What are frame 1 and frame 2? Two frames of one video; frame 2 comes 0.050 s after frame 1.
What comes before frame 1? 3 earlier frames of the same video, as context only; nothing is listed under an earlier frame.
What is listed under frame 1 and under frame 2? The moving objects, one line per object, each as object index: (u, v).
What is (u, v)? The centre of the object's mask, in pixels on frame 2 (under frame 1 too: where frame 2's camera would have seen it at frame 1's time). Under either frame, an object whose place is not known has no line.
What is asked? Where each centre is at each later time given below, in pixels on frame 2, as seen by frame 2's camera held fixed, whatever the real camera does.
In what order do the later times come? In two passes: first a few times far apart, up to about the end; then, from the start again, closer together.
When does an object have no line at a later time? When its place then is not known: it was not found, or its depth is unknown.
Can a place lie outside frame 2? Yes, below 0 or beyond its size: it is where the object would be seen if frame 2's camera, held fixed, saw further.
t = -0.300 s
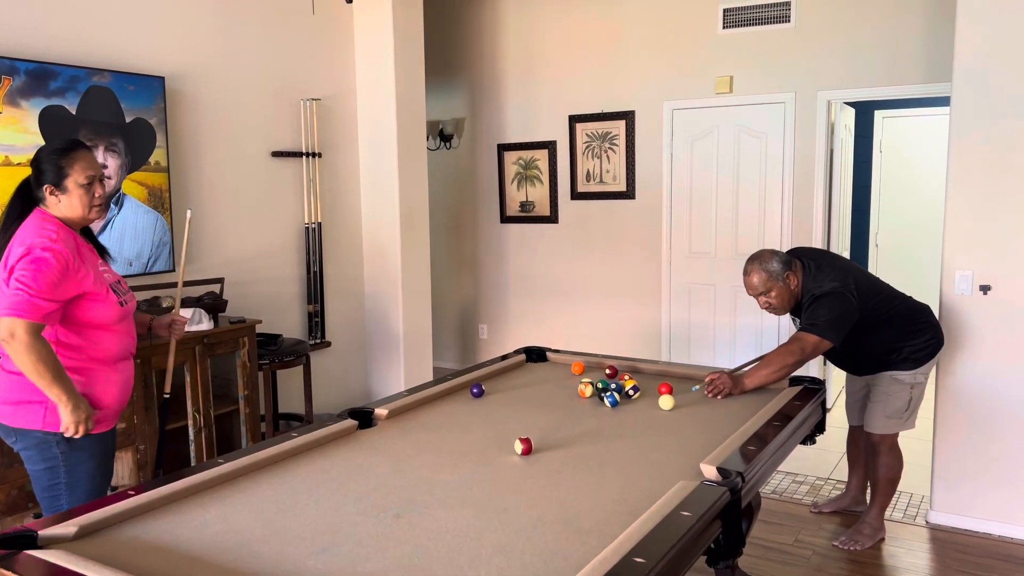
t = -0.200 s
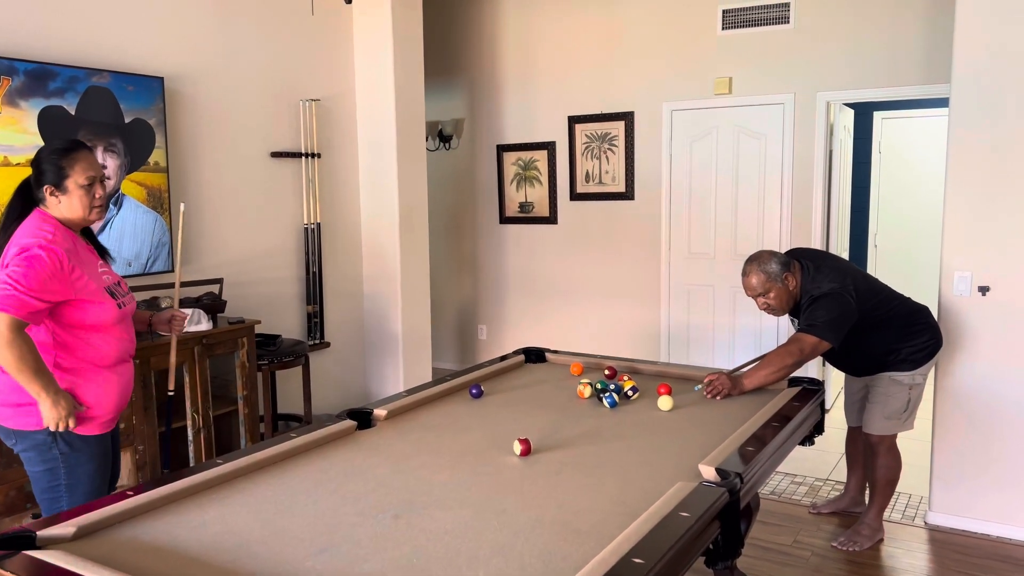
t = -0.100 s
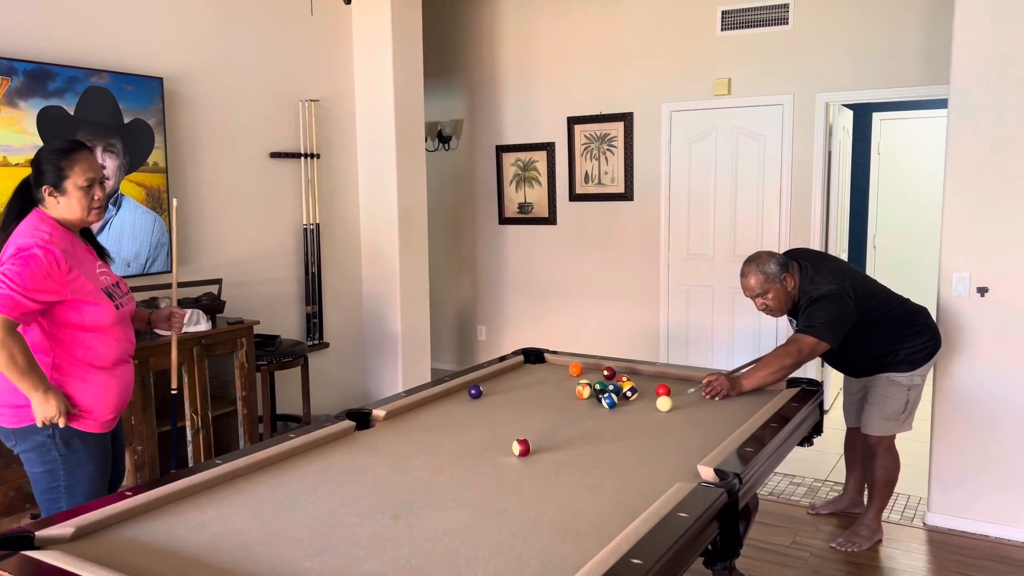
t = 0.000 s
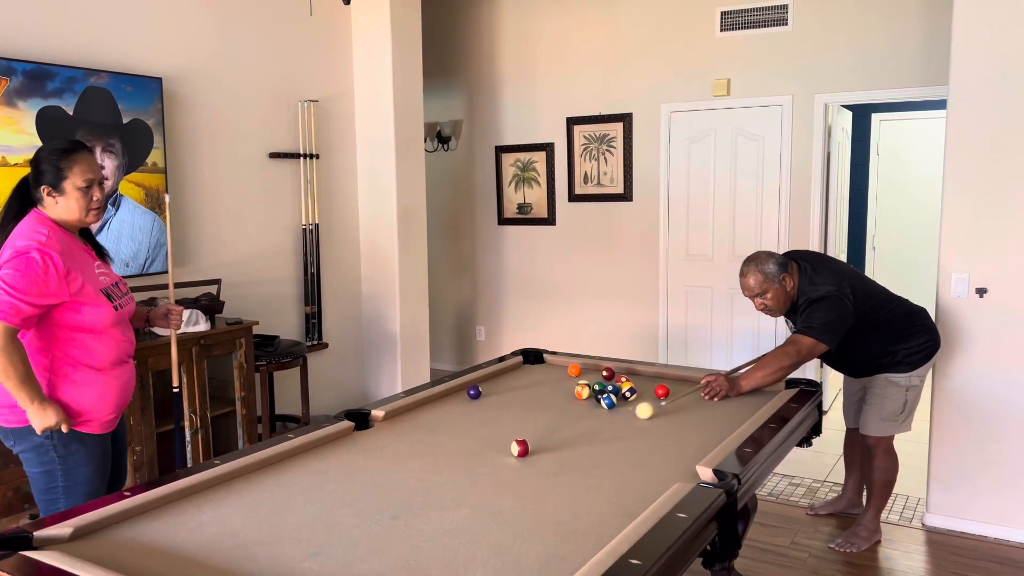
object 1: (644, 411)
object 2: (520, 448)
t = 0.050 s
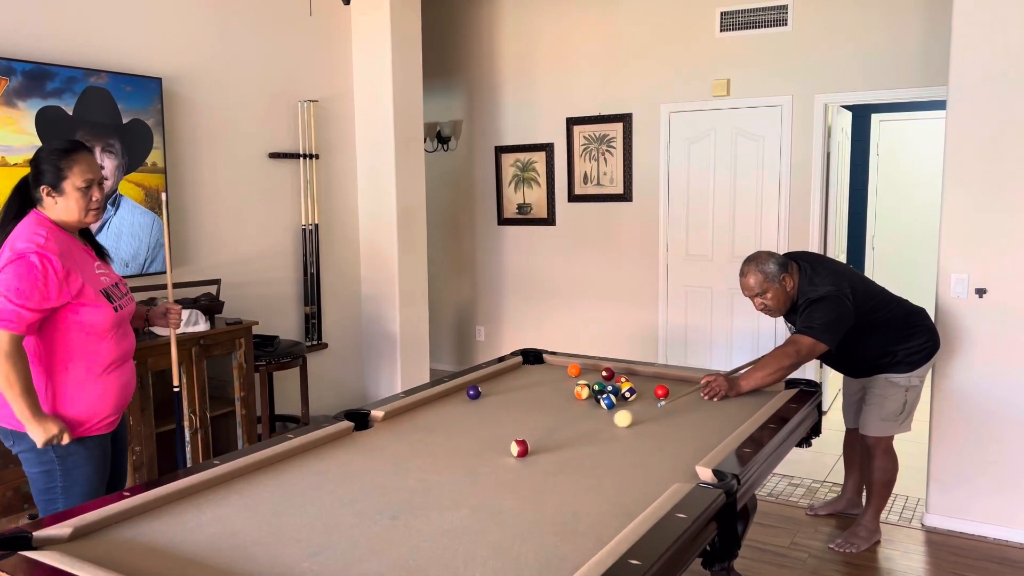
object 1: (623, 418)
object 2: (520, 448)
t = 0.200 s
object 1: (560, 442)
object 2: (520, 448)
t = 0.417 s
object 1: (494, 480)
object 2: (495, 445)
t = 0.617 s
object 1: (423, 527)
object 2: (468, 443)
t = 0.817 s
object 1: (328, 578)
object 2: (444, 441)
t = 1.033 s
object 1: (330, 584)
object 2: (419, 439)
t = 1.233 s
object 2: (397, 437)
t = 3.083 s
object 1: (665, 403)
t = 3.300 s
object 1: (681, 394)
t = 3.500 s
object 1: (695, 387)
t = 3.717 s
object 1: (708, 380)
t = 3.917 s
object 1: (702, 384)
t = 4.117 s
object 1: (698, 388)
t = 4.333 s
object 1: (694, 392)
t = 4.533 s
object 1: (690, 396)
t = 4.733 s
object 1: (687, 400)
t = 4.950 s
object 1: (683, 404)
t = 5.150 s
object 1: (680, 408)
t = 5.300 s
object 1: (678, 411)
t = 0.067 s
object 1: (616, 421)
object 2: (520, 448)
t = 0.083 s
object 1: (609, 424)
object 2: (520, 448)
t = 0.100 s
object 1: (602, 426)
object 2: (520, 448)
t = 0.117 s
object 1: (595, 429)
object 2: (520, 448)
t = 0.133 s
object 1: (588, 431)
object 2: (520, 448)
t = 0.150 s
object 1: (581, 434)
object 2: (520, 448)
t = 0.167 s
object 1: (574, 436)
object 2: (520, 448)
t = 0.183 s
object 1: (567, 439)
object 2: (520, 448)
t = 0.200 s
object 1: (560, 442)
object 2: (520, 448)
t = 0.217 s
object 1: (553, 444)
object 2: (520, 448)
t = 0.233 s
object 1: (546, 447)
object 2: (520, 448)
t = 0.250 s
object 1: (539, 449)
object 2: (520, 448)
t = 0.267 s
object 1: (535, 452)
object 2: (517, 448)
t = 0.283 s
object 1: (531, 455)
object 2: (513, 447)
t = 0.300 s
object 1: (527, 458)
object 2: (511, 447)
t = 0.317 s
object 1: (523, 461)
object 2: (508, 447)
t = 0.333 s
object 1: (518, 464)
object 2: (506, 447)
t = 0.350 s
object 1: (514, 467)
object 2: (504, 446)
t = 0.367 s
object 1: (509, 470)
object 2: (501, 446)
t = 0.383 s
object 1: (504, 473)
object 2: (499, 446)
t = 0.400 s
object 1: (499, 477)
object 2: (497, 446)
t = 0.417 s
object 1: (494, 480)
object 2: (495, 445)
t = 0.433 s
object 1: (489, 483)
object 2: (493, 445)
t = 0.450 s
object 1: (483, 487)
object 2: (490, 445)
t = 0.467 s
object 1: (478, 491)
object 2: (488, 445)
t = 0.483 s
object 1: (472, 494)
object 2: (486, 444)
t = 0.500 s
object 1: (466, 498)
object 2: (484, 444)
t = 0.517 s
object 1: (461, 502)
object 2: (482, 444)
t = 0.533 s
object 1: (455, 506)
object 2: (479, 444)
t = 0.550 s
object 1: (448, 510)
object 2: (477, 444)
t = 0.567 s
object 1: (443, 514)
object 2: (475, 443)
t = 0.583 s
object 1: (436, 518)
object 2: (473, 443)
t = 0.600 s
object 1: (429, 522)
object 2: (471, 443)
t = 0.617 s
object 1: (423, 527)
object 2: (468, 443)
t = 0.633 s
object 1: (416, 531)
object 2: (466, 442)
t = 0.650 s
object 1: (409, 536)
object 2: (464, 442)
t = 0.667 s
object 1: (402, 540)
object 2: (462, 442)
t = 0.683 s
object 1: (394, 546)
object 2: (460, 442)
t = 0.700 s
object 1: (387, 550)
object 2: (458, 442)
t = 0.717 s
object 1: (379, 556)
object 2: (456, 442)
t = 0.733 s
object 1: (371, 561)
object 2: (454, 441)
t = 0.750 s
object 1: (363, 566)
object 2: (452, 442)
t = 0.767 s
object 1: (355, 569)
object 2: (450, 441)
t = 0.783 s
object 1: (346, 572)
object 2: (448, 441)
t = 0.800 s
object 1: (337, 575)
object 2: (446, 441)
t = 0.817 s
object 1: (328, 578)
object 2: (444, 441)
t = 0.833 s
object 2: (442, 441)
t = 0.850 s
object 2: (440, 441)
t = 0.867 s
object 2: (438, 441)
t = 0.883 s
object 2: (436, 440)
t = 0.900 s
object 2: (435, 440)
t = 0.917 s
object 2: (433, 440)
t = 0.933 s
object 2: (431, 440)
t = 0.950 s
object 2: (429, 440)
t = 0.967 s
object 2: (427, 439)
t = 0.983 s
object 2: (425, 439)
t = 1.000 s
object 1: (317, 586)
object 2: (423, 439)
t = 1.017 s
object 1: (323, 585)
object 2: (421, 439)
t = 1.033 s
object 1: (330, 584)
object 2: (419, 439)
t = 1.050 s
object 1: (335, 582)
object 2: (417, 439)
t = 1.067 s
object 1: (341, 581)
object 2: (416, 438)
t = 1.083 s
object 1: (346, 580)
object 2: (414, 438)
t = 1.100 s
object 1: (351, 579)
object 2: (412, 438)
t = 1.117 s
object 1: (356, 577)
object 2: (410, 438)
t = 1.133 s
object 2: (408, 438)
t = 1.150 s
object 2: (406, 438)
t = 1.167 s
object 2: (405, 437)
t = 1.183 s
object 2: (403, 437)
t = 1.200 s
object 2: (401, 437)
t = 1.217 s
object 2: (399, 437)
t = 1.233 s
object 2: (397, 437)
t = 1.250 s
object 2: (396, 437)
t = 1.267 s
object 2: (394, 437)
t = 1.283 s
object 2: (393, 437)
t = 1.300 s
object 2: (391, 437)
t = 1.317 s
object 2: (390, 437)
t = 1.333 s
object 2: (388, 436)
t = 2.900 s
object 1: (650, 411)
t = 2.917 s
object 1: (651, 410)
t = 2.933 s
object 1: (653, 409)
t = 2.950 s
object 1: (654, 409)
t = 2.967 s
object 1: (656, 408)
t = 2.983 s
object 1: (657, 407)
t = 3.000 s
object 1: (658, 406)
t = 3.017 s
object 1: (660, 405)
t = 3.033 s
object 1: (661, 405)
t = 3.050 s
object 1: (662, 404)
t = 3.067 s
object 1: (663, 403)
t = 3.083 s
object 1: (665, 403)
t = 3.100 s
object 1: (666, 402)
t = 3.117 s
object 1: (667, 401)
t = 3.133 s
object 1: (669, 400)
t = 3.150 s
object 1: (670, 400)
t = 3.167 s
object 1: (671, 399)
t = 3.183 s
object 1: (673, 398)
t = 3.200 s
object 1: (674, 398)
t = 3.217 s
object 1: (675, 397)
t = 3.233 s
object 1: (676, 396)
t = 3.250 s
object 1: (677, 396)
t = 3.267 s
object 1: (678, 395)
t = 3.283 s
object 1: (680, 395)
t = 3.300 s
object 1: (681, 394)
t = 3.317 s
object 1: (682, 393)
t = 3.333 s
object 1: (683, 393)
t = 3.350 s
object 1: (684, 392)
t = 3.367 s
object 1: (685, 391)
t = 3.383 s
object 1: (687, 391)
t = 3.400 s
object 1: (688, 390)
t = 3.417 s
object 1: (689, 390)
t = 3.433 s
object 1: (690, 389)
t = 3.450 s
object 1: (692, 388)
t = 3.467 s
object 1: (692, 388)
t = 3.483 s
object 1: (694, 387)
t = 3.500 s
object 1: (695, 387)
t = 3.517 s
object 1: (696, 386)
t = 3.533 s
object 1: (697, 386)
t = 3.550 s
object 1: (698, 385)
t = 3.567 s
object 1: (699, 384)
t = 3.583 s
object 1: (700, 384)
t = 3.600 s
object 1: (701, 383)
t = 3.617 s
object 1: (702, 383)
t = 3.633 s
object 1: (703, 382)
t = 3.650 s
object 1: (704, 382)
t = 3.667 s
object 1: (705, 381)
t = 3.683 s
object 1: (706, 381)
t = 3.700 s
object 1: (707, 380)
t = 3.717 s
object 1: (708, 380)
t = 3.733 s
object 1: (707, 380)
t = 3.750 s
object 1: (707, 380)
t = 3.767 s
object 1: (706, 381)
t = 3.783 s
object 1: (706, 381)
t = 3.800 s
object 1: (705, 382)
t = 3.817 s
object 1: (705, 382)
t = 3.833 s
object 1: (705, 382)
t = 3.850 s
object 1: (704, 383)
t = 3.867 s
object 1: (704, 383)
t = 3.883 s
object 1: (703, 383)
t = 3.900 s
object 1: (703, 384)
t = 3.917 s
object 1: (702, 384)
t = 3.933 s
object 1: (702, 384)
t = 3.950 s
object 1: (702, 385)
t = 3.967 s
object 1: (701, 385)
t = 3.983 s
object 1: (701, 385)
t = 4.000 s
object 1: (701, 386)
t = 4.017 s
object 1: (700, 386)
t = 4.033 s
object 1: (700, 386)
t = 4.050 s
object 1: (699, 387)
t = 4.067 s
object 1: (699, 387)
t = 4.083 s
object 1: (699, 387)
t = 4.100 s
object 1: (698, 388)
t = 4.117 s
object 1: (698, 388)
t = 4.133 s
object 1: (697, 388)
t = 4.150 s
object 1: (697, 389)
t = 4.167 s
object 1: (697, 389)
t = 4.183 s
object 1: (696, 389)
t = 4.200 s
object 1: (696, 390)
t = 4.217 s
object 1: (696, 390)
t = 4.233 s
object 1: (695, 390)
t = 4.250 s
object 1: (695, 391)
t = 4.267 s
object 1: (695, 391)
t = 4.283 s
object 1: (694, 391)
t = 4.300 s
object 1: (694, 392)
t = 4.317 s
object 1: (694, 392)
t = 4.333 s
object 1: (694, 392)
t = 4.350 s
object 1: (693, 393)
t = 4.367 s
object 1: (693, 393)
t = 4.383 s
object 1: (692, 393)
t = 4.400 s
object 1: (692, 394)
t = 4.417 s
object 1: (692, 394)
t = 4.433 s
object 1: (692, 394)
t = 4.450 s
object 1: (691, 395)
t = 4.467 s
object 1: (691, 395)
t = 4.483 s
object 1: (691, 395)
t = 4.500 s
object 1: (690, 396)
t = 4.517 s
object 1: (690, 396)
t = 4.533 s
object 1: (690, 396)
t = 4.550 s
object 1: (690, 397)
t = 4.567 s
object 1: (689, 397)
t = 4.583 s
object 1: (689, 397)
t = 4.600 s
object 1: (689, 398)
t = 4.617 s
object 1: (688, 398)
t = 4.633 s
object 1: (688, 398)
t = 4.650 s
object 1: (688, 399)
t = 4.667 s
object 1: (688, 399)
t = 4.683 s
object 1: (687, 399)
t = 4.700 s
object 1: (687, 400)
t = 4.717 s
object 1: (687, 400)
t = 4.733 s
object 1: (687, 400)
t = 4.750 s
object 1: (686, 401)
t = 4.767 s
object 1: (686, 401)
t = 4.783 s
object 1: (686, 401)
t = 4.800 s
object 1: (686, 402)
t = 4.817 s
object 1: (685, 402)
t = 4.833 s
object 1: (685, 402)
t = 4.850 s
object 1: (685, 402)
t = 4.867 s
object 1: (685, 403)
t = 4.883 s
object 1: (684, 403)
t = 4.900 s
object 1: (684, 404)
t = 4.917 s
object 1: (684, 404)
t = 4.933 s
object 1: (684, 404)
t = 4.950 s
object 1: (683, 404)
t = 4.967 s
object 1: (683, 405)
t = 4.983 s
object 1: (683, 405)
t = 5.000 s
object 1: (682, 405)
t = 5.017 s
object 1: (682, 406)
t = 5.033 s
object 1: (682, 406)
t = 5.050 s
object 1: (682, 406)
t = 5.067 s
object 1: (682, 406)
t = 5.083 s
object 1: (681, 407)
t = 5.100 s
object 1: (681, 407)
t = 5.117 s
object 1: (681, 407)
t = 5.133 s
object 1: (680, 408)
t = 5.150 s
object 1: (680, 408)
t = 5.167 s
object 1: (680, 408)
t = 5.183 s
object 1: (680, 408)
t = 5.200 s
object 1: (680, 409)
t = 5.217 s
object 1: (679, 409)
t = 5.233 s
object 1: (679, 409)
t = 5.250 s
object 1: (679, 410)
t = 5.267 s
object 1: (678, 410)
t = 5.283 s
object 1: (678, 410)
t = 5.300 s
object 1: (678, 411)
